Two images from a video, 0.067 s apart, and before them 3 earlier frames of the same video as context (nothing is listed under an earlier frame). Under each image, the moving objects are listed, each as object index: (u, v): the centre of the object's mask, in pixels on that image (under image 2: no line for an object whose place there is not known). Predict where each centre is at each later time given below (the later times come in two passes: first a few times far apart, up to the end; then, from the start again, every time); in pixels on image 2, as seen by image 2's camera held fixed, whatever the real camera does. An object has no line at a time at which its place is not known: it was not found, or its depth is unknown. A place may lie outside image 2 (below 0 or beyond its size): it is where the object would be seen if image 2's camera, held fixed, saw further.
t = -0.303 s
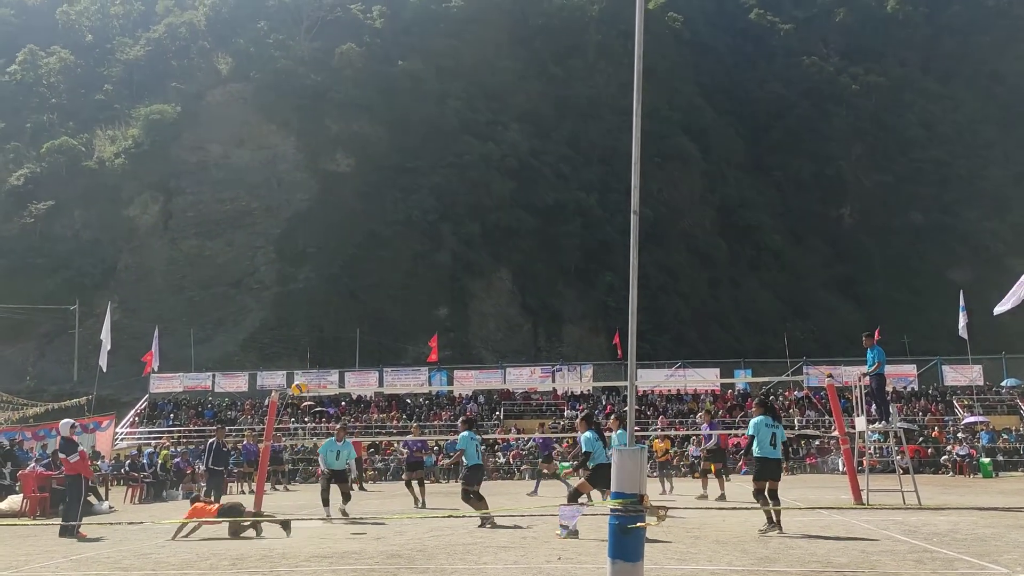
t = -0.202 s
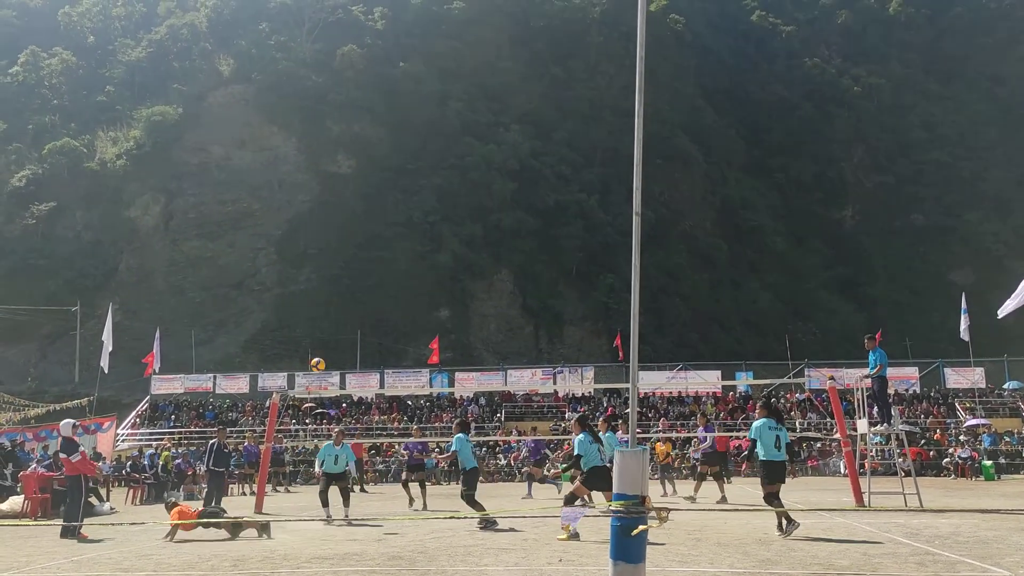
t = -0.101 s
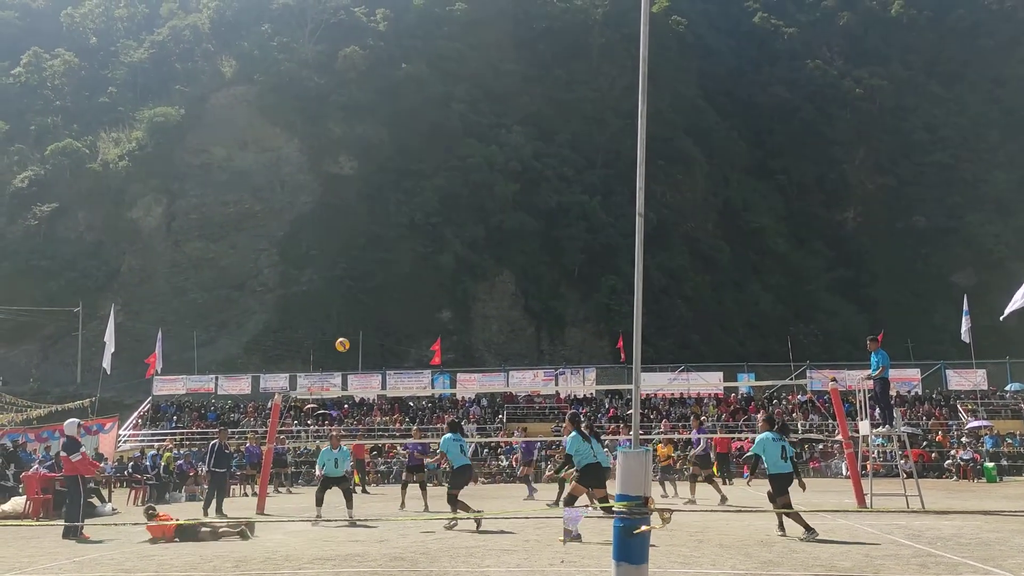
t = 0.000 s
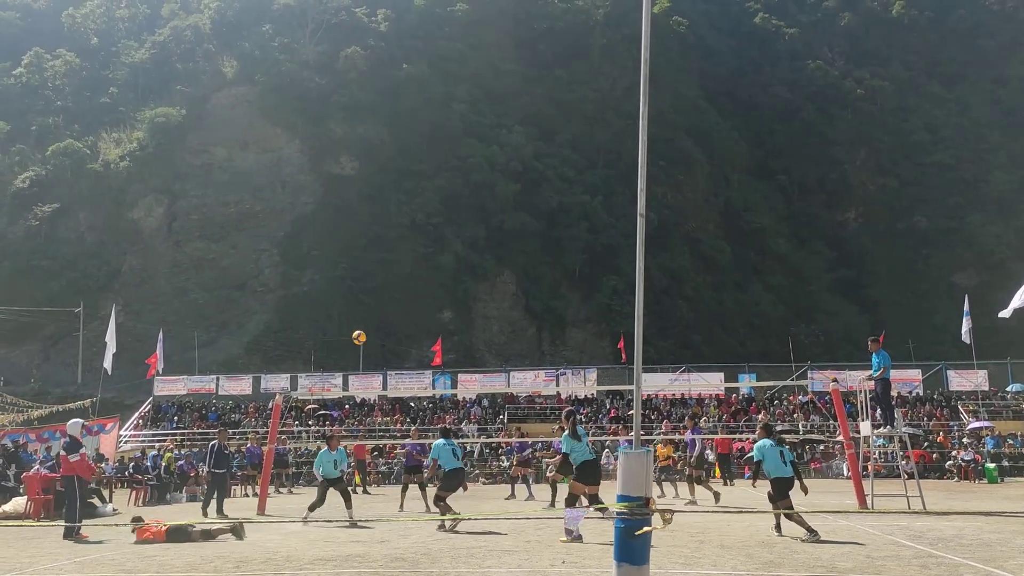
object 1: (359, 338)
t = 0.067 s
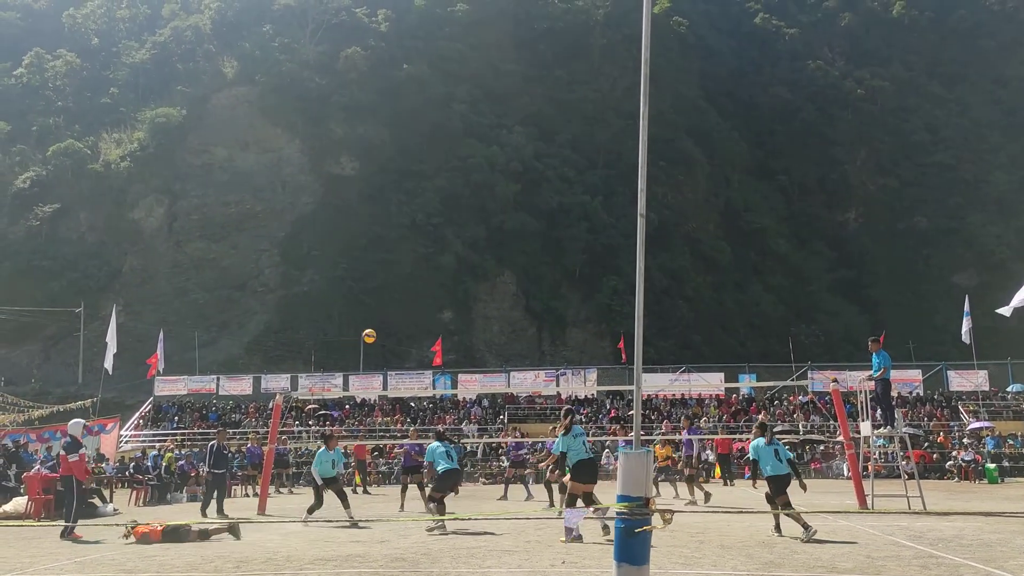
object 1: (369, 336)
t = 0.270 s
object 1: (398, 346)
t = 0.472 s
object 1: (423, 376)
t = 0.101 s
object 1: (374, 336)
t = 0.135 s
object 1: (379, 337)
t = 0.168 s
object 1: (383, 338)
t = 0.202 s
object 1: (389, 340)
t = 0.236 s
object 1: (393, 343)
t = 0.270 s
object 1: (398, 346)
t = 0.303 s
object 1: (402, 350)
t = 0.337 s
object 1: (406, 354)
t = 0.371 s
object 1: (411, 359)
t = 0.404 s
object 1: (415, 364)
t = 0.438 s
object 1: (419, 370)
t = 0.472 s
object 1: (423, 376)
